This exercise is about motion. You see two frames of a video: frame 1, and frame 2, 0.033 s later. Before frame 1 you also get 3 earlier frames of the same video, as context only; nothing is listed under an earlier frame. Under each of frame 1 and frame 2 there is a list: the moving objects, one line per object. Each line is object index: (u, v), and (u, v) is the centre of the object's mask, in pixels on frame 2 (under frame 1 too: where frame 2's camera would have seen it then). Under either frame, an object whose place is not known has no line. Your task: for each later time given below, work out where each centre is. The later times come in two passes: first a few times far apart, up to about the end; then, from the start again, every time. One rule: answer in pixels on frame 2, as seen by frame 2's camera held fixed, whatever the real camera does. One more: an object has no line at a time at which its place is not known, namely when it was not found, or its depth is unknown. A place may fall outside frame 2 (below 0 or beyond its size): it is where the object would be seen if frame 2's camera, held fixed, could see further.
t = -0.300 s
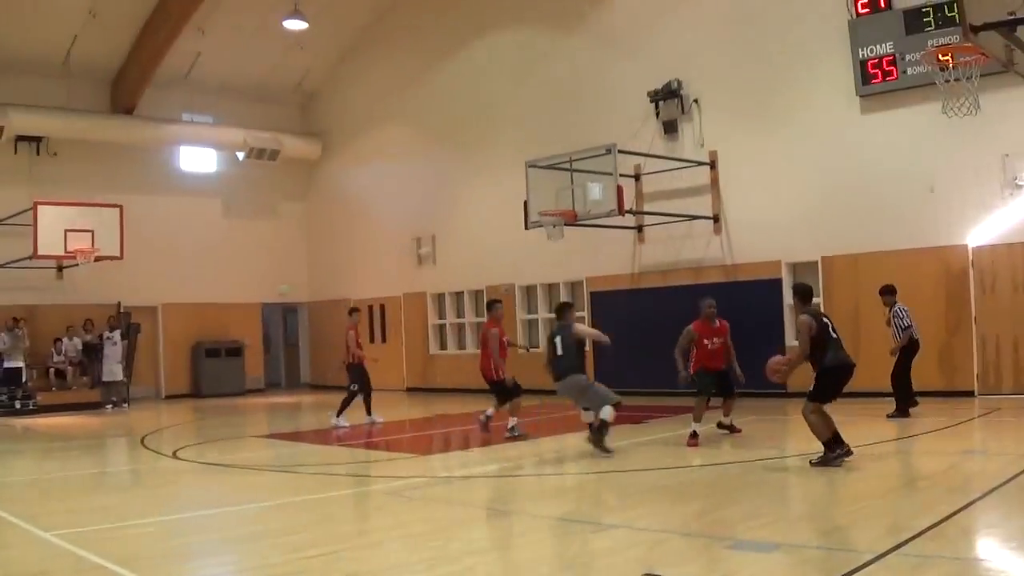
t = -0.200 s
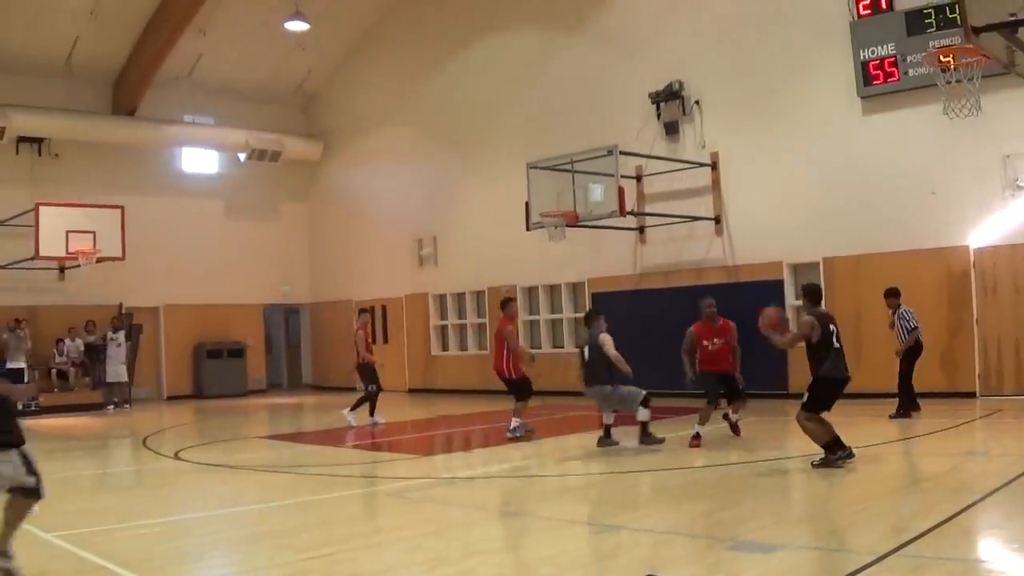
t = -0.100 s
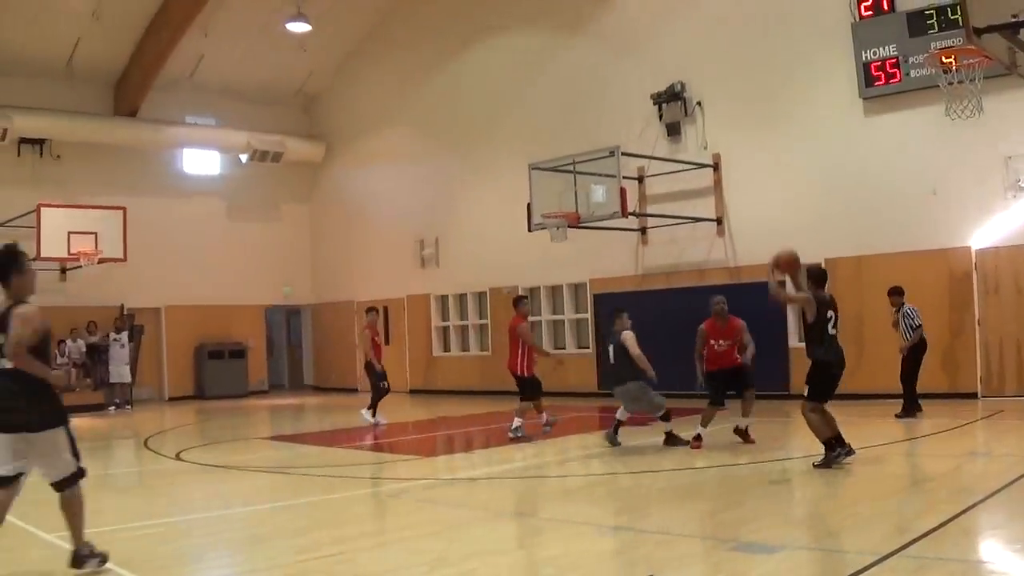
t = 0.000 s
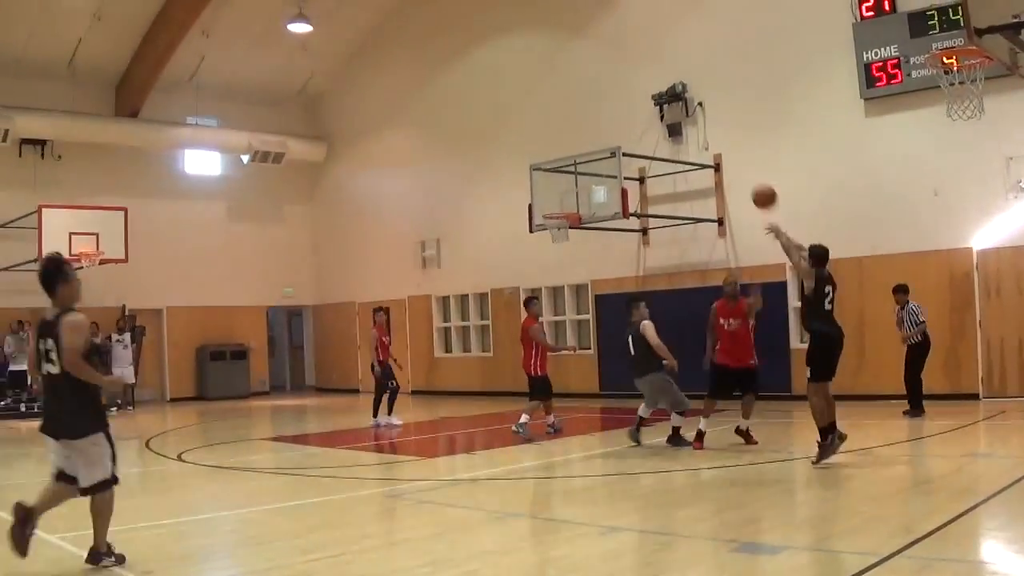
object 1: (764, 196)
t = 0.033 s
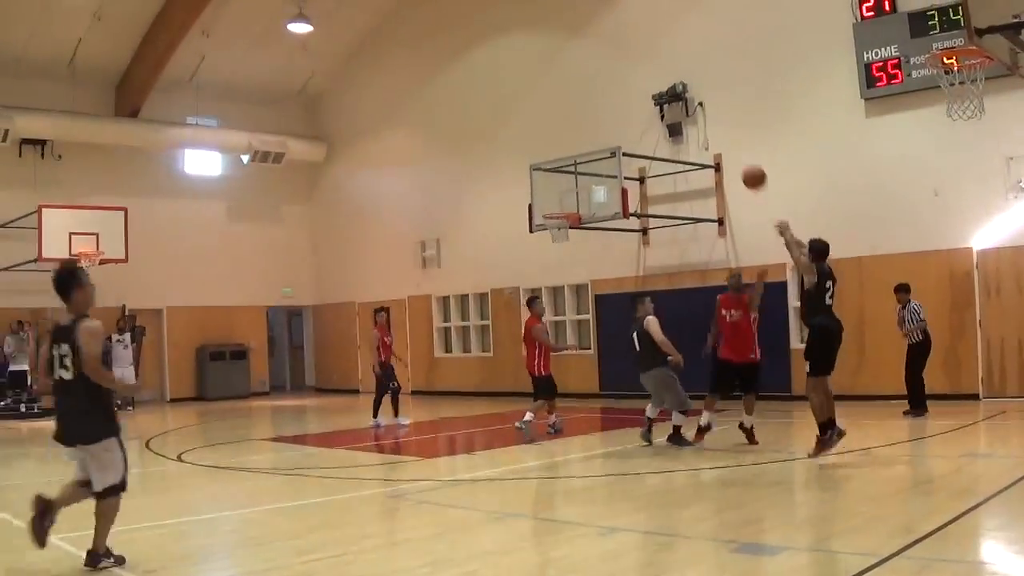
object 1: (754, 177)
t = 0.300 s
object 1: (685, 82)
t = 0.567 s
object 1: (634, 62)
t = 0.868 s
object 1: (593, 103)
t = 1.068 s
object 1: (572, 158)
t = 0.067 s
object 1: (744, 160)
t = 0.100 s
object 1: (734, 145)
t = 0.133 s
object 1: (725, 130)
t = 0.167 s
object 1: (716, 117)
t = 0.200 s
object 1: (708, 107)
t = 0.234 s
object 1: (700, 97)
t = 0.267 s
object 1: (691, 89)
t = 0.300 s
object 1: (685, 82)
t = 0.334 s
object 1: (678, 76)
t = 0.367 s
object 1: (671, 71)
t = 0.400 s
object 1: (664, 67)
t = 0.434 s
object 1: (657, 64)
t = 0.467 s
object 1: (651, 62)
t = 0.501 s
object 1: (645, 60)
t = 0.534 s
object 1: (639, 61)
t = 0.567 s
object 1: (634, 62)
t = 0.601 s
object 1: (629, 64)
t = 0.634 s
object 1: (624, 66)
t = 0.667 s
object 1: (619, 69)
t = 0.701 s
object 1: (614, 73)
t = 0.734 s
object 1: (610, 78)
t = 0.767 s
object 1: (605, 83)
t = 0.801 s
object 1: (601, 89)
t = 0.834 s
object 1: (597, 96)
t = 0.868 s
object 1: (593, 103)
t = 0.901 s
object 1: (590, 111)
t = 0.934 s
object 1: (586, 119)
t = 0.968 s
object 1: (582, 128)
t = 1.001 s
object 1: (579, 138)
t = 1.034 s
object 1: (576, 147)
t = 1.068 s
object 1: (572, 158)
